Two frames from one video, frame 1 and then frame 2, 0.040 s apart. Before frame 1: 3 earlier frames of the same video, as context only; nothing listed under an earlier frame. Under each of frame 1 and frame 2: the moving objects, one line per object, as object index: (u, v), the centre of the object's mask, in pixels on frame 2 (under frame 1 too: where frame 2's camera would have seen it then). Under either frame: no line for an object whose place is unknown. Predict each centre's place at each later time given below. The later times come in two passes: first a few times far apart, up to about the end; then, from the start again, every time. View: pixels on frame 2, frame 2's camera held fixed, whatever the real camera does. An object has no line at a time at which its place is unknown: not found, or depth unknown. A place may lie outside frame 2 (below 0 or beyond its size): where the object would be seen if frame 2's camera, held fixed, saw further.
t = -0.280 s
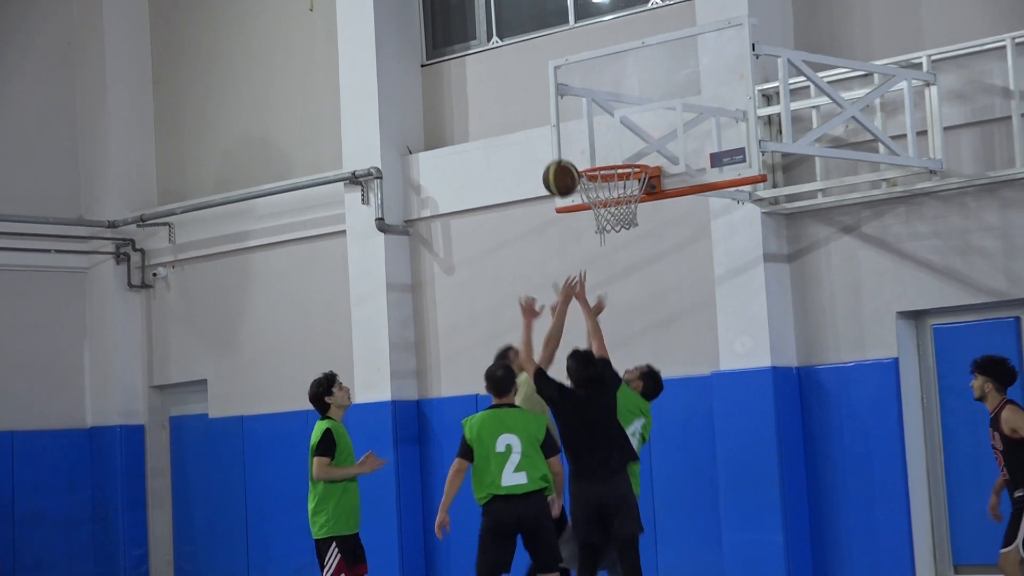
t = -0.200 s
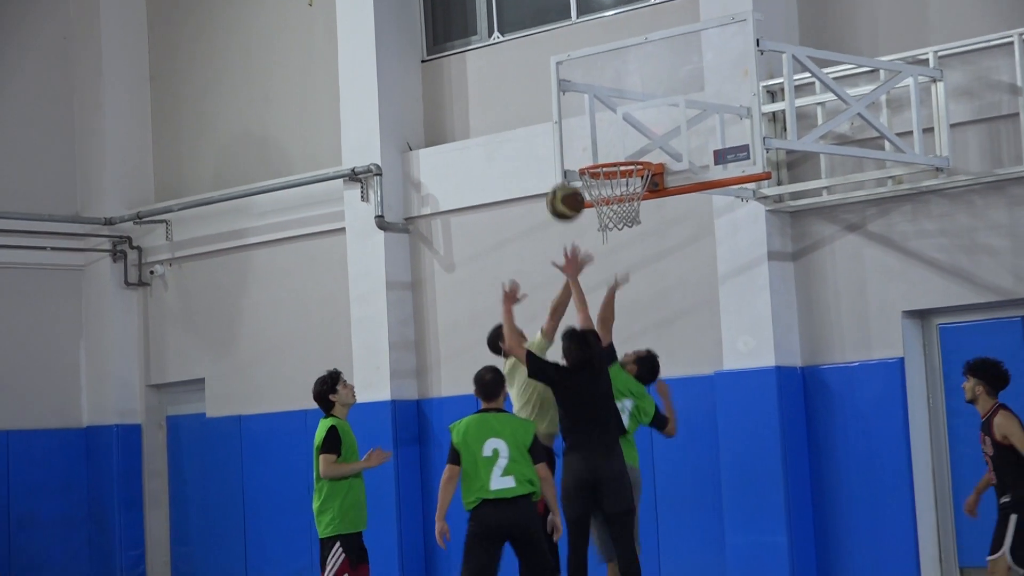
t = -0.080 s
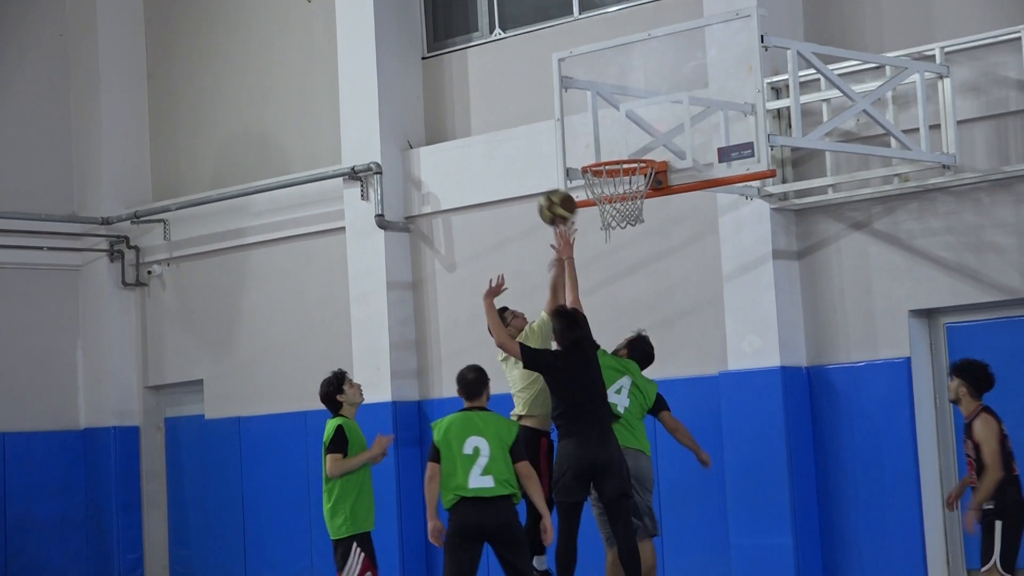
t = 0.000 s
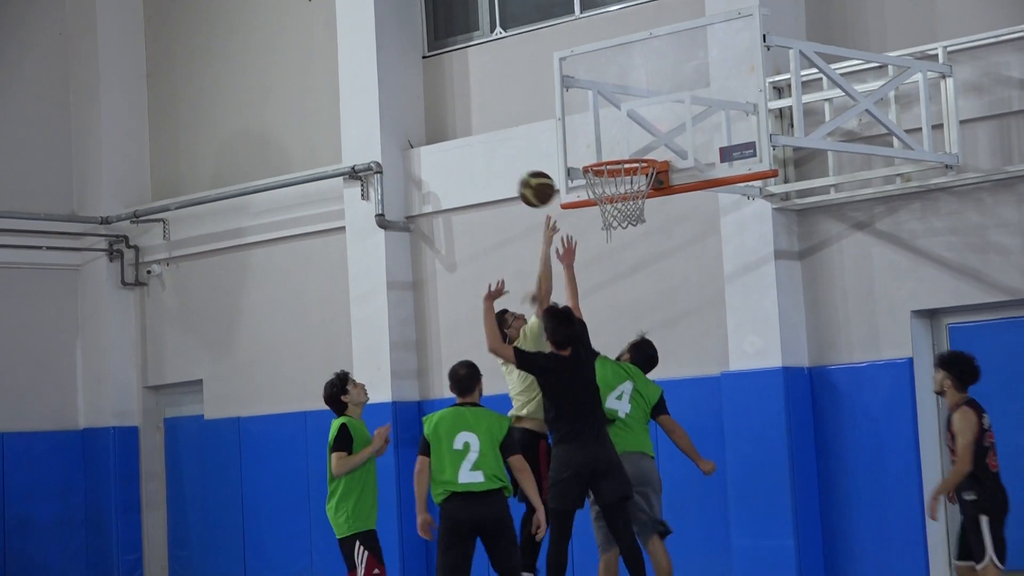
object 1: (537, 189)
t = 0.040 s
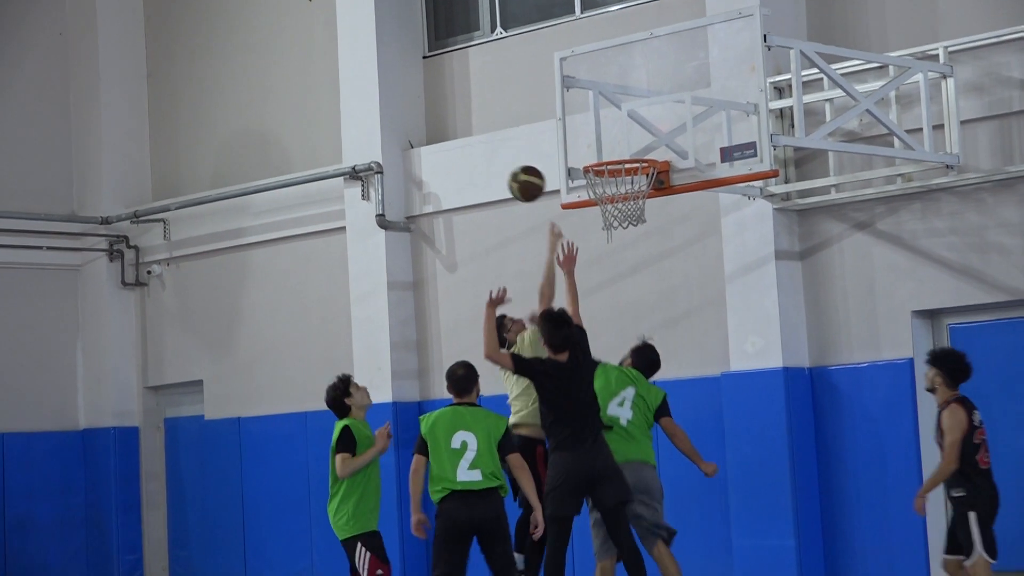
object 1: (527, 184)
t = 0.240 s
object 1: (480, 192)
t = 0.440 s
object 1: (439, 254)
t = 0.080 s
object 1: (517, 181)
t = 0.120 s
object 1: (507, 180)
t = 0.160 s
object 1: (498, 182)
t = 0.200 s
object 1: (488, 186)
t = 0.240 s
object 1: (480, 192)
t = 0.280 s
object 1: (471, 200)
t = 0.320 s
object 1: (462, 211)
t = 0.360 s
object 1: (455, 223)
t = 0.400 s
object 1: (447, 238)
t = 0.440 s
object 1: (439, 254)
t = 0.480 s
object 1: (432, 273)
